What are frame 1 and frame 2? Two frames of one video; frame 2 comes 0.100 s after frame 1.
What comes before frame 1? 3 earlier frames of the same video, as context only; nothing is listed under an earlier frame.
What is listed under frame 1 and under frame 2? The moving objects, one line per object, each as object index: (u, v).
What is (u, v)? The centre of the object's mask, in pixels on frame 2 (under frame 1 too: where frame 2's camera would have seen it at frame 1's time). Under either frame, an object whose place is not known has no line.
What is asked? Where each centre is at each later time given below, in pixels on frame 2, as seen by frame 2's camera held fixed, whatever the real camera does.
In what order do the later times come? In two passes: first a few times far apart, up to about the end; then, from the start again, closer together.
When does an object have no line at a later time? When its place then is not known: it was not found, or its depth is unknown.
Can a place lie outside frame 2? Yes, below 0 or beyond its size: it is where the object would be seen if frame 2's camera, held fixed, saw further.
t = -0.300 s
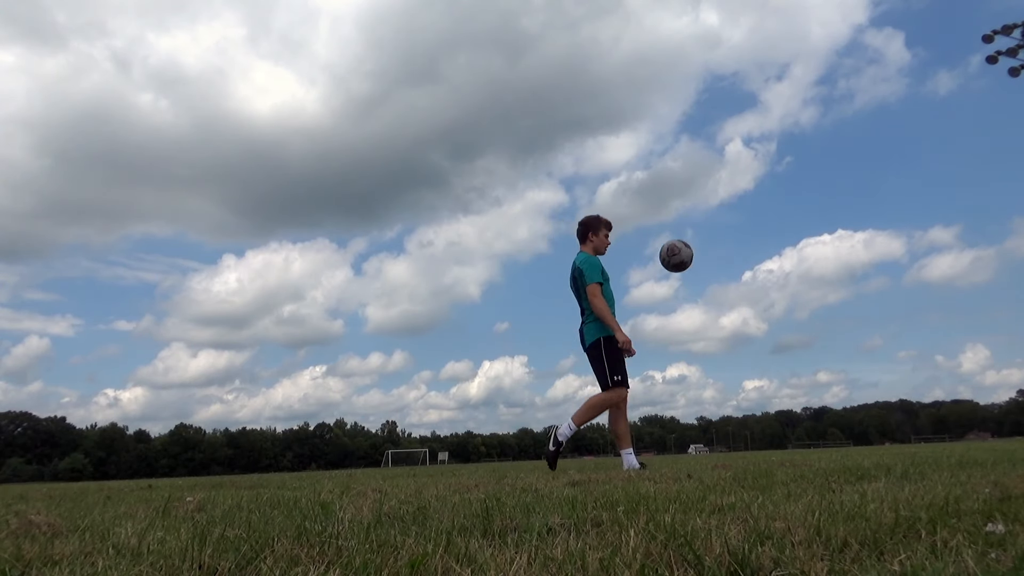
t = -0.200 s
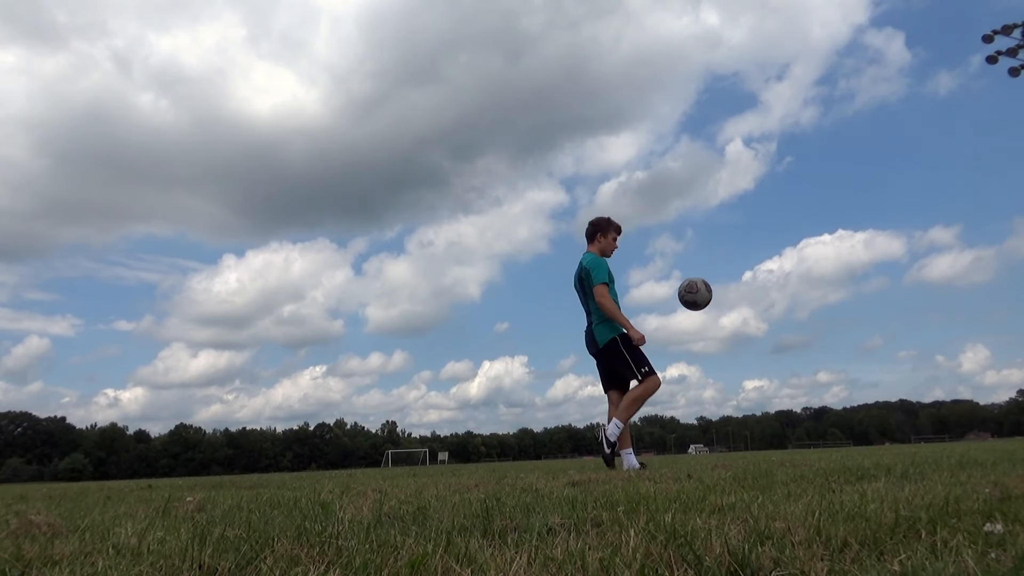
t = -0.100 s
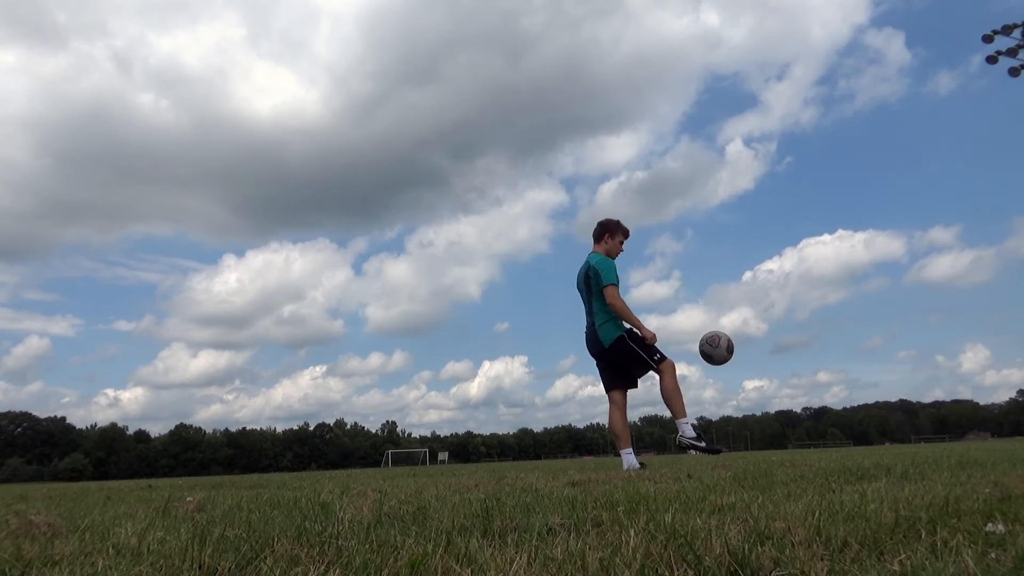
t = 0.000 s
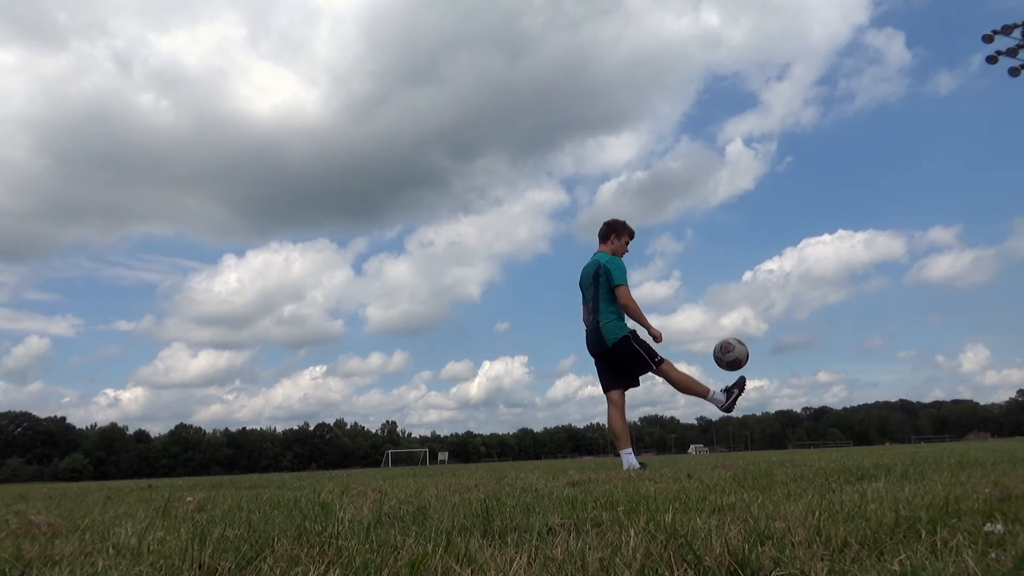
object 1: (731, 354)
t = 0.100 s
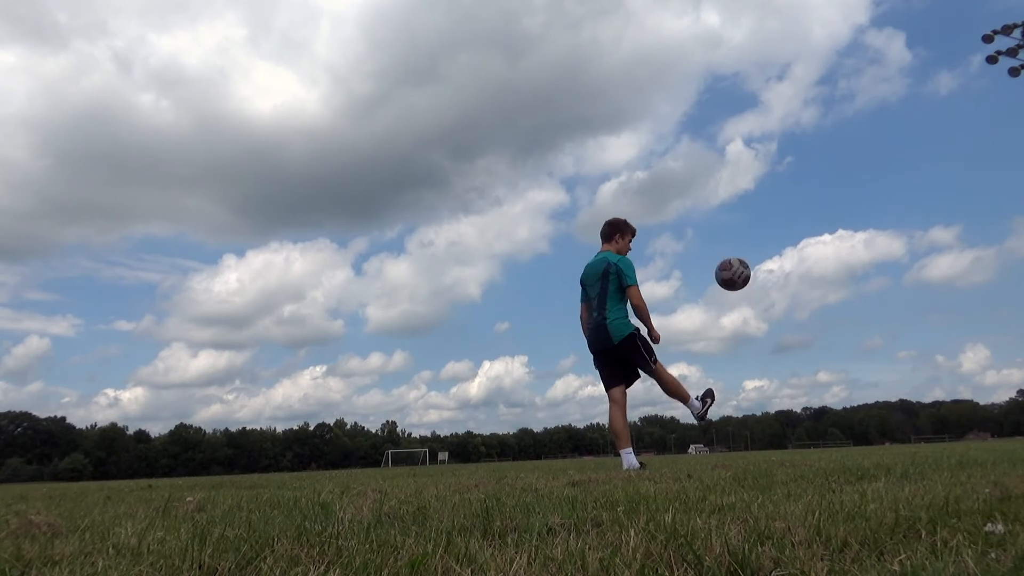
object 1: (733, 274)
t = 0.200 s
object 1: (737, 207)
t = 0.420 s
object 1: (753, 103)
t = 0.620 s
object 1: (778, 64)
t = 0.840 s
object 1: (823, 95)
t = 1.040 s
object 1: (890, 217)
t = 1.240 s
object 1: (991, 443)
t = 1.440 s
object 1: (1013, 286)
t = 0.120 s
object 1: (733, 259)
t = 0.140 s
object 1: (734, 246)
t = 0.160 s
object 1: (735, 232)
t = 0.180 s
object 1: (736, 219)
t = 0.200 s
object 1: (737, 207)
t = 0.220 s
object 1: (738, 195)
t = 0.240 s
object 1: (739, 183)
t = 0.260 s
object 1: (740, 172)
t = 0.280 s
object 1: (741, 162)
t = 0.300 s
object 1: (743, 152)
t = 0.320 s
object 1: (744, 143)
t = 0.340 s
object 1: (746, 134)
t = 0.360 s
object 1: (747, 126)
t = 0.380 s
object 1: (749, 118)
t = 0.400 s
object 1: (751, 110)
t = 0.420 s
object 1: (753, 103)
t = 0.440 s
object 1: (755, 97)
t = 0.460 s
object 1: (757, 91)
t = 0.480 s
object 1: (759, 86)
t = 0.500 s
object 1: (761, 81)
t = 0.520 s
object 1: (764, 77)
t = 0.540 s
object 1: (766, 73)
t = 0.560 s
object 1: (769, 70)
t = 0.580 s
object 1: (772, 68)
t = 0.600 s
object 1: (775, 66)
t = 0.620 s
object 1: (778, 64)
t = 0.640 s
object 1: (781, 64)
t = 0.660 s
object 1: (785, 64)
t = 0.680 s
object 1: (788, 64)
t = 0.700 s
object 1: (792, 65)
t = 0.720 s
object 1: (796, 67)
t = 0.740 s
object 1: (800, 70)
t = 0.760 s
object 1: (804, 74)
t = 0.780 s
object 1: (809, 78)
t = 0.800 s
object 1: (813, 82)
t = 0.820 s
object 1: (818, 88)
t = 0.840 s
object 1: (823, 95)
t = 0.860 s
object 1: (829, 102)
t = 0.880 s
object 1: (834, 111)
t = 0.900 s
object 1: (840, 120)
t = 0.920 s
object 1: (846, 131)
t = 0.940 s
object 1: (853, 142)
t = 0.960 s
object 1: (860, 155)
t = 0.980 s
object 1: (867, 168)
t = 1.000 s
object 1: (874, 184)
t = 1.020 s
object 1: (882, 200)
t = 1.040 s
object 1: (890, 217)
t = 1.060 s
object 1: (899, 237)
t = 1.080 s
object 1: (908, 257)
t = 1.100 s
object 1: (918, 280)
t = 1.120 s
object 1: (928, 304)
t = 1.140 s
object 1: (939, 330)
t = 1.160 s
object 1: (951, 358)
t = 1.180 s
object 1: (962, 387)
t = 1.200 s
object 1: (975, 421)
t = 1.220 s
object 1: (988, 446)
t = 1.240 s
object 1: (991, 443)
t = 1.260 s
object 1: (994, 428)
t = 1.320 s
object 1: (1000, 373)
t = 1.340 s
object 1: (1002, 357)
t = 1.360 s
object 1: (1004, 341)
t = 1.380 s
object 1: (1006, 326)
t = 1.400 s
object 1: (1009, 312)
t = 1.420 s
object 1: (1011, 299)
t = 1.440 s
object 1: (1013, 286)
